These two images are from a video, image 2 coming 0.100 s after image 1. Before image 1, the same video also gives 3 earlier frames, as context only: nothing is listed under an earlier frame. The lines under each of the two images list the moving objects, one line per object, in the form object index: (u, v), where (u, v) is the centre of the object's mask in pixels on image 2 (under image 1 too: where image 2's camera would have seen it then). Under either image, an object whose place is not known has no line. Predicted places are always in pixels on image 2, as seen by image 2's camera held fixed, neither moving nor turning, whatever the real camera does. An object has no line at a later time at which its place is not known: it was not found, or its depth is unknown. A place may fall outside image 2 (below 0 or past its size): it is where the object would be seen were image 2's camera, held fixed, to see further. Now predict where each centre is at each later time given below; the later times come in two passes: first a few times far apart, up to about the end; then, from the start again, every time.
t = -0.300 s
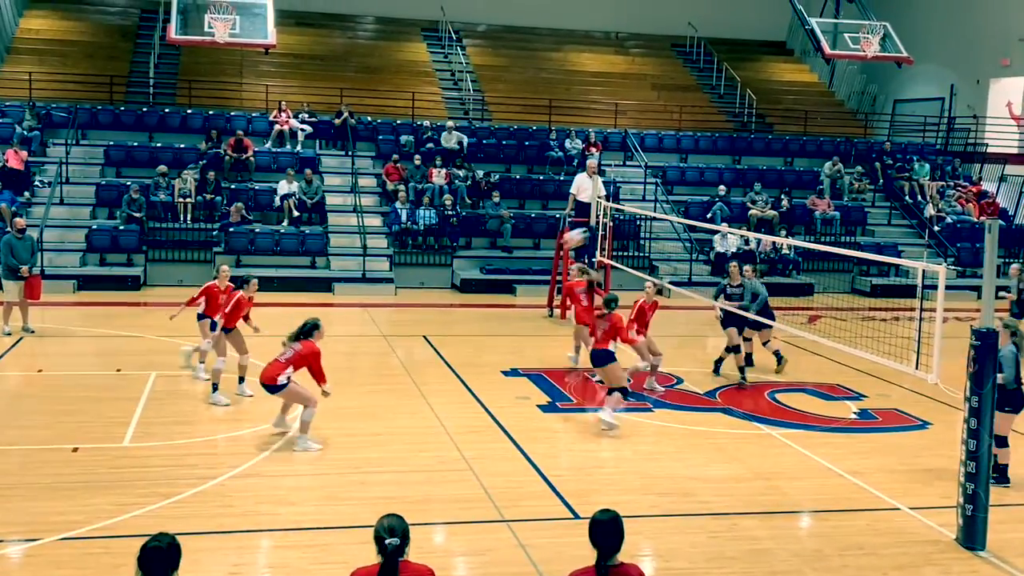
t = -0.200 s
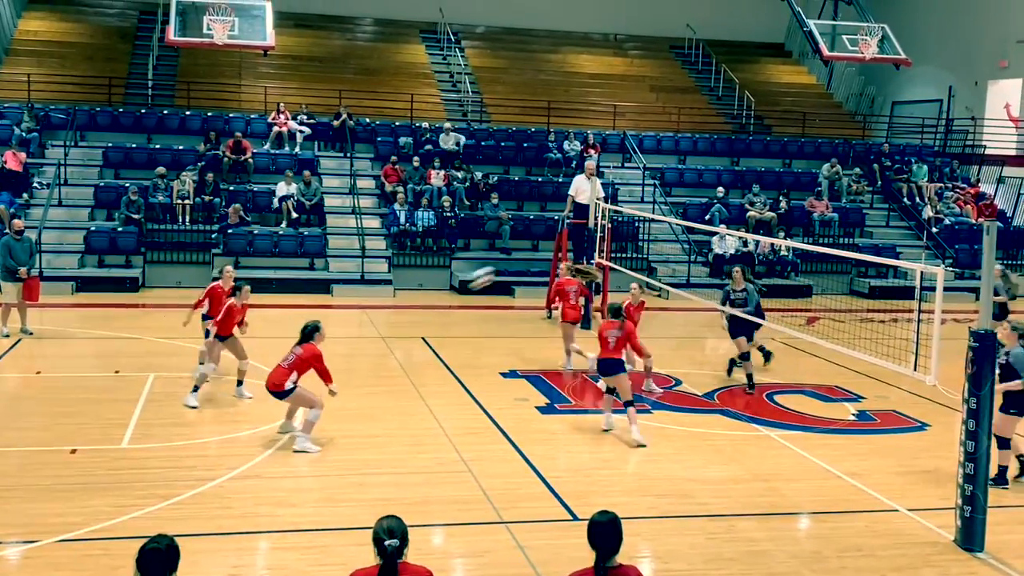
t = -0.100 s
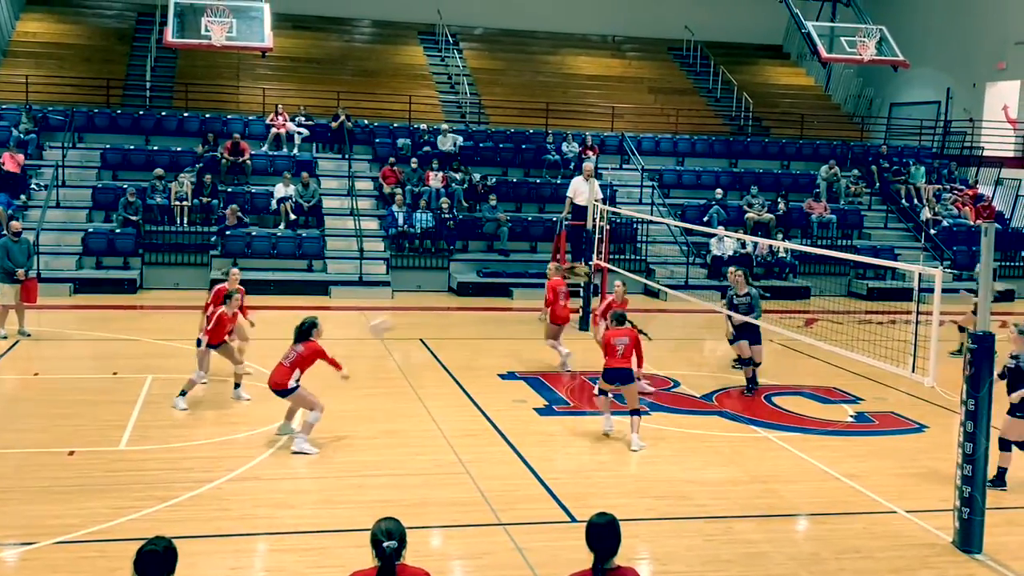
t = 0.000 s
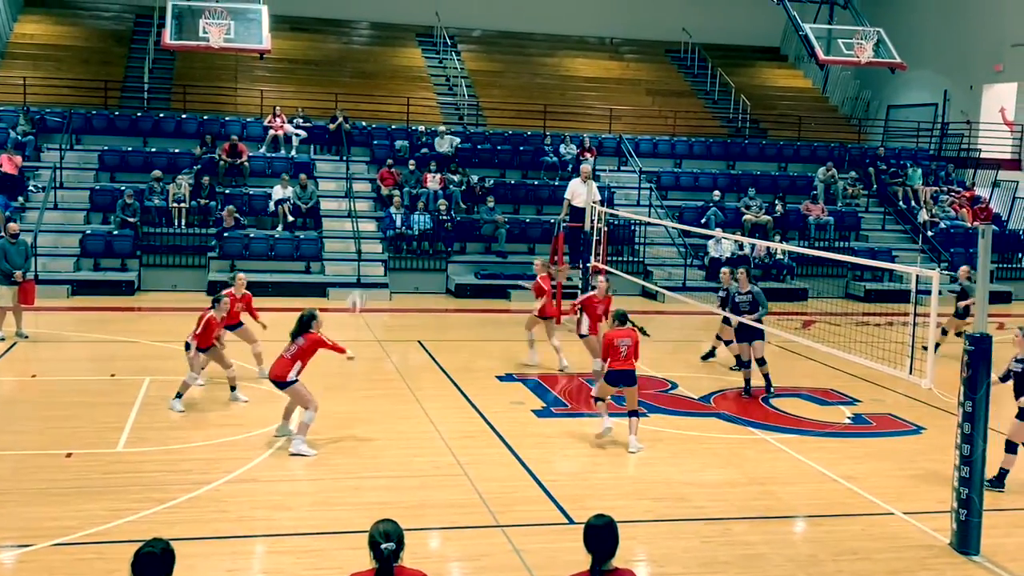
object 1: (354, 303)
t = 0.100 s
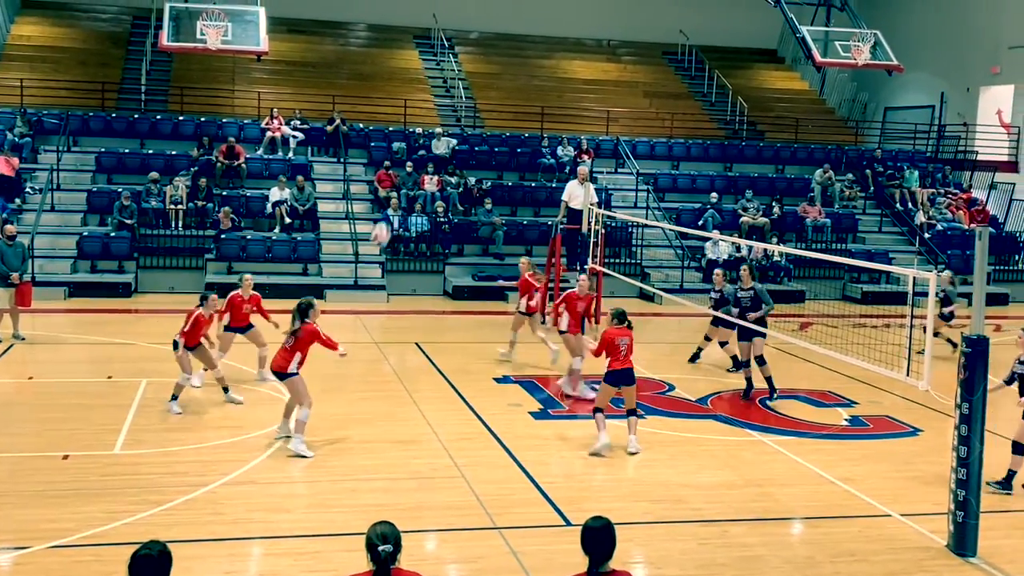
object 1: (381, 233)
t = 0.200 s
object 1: (407, 174)
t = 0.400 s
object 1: (456, 76)
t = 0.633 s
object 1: (509, 13)
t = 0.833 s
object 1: (556, -3)
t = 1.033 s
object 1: (598, 21)
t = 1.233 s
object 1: (639, 83)
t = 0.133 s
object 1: (389, 214)
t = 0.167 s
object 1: (397, 193)
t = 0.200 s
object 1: (407, 174)
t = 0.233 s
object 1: (415, 155)
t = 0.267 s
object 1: (422, 138)
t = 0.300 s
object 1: (431, 121)
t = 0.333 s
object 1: (439, 107)
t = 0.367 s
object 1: (447, 91)
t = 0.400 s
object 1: (456, 76)
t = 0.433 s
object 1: (464, 65)
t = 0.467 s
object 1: (470, 55)
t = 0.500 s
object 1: (479, 44)
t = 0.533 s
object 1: (486, 34)
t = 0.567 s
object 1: (494, 26)
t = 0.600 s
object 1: (502, 18)
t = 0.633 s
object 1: (509, 13)
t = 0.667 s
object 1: (518, 7)
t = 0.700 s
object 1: (525, 2)
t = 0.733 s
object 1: (533, 0)
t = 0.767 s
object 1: (541, -2)
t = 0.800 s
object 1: (548, -3)
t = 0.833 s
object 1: (556, -3)
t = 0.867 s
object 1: (563, -2)
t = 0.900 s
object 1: (570, 1)
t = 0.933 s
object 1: (577, 4)
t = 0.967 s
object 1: (584, 9)
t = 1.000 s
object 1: (591, 14)
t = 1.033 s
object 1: (598, 21)
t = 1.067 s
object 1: (605, 28)
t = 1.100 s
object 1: (612, 38)
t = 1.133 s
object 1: (619, 48)
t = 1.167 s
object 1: (626, 57)
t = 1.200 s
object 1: (633, 70)
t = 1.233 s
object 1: (639, 83)
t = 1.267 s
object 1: (646, 97)
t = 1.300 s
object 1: (653, 112)
